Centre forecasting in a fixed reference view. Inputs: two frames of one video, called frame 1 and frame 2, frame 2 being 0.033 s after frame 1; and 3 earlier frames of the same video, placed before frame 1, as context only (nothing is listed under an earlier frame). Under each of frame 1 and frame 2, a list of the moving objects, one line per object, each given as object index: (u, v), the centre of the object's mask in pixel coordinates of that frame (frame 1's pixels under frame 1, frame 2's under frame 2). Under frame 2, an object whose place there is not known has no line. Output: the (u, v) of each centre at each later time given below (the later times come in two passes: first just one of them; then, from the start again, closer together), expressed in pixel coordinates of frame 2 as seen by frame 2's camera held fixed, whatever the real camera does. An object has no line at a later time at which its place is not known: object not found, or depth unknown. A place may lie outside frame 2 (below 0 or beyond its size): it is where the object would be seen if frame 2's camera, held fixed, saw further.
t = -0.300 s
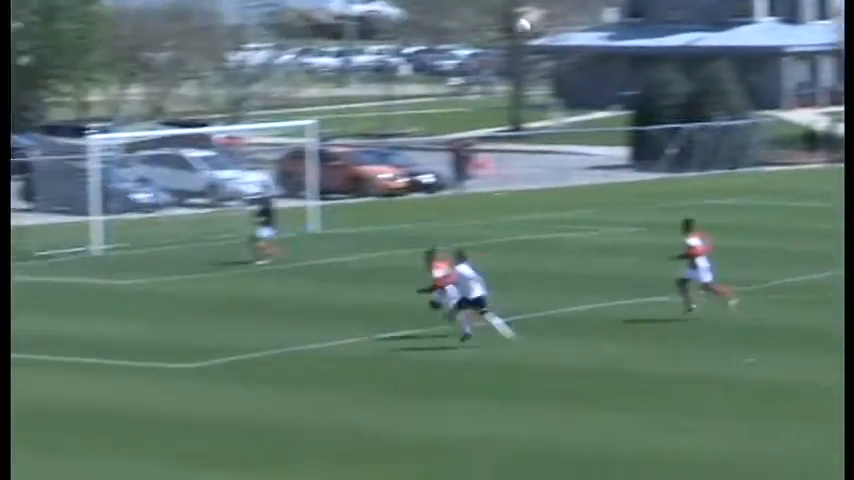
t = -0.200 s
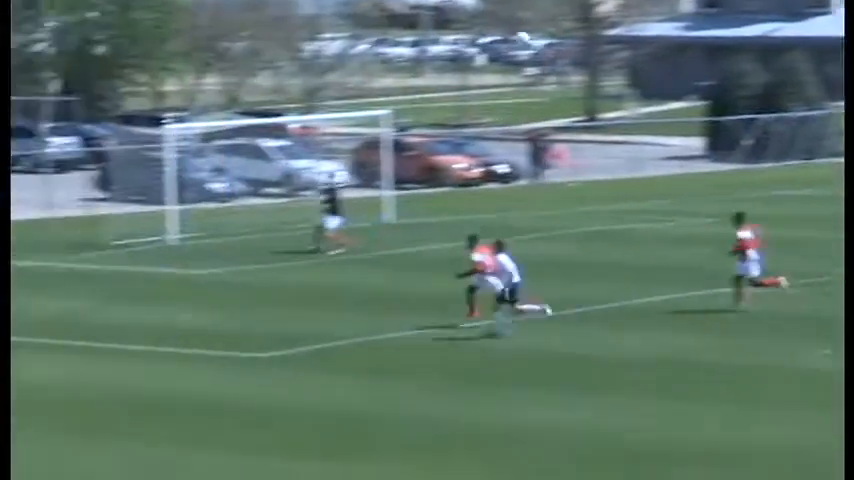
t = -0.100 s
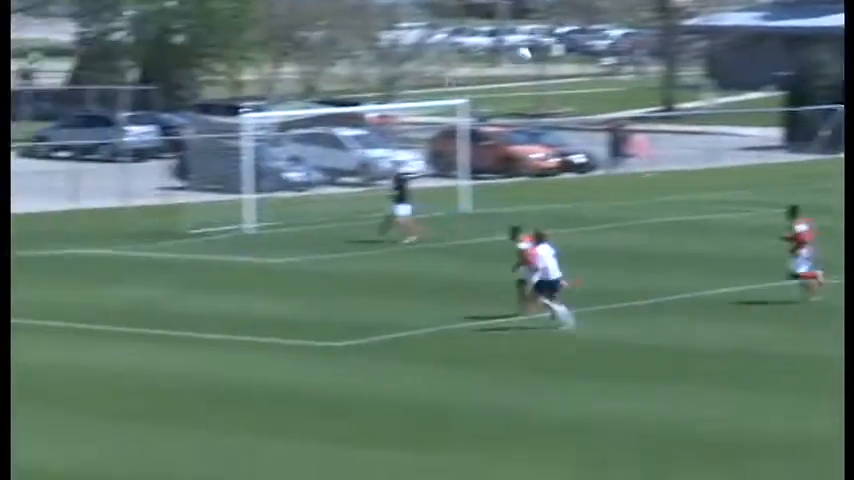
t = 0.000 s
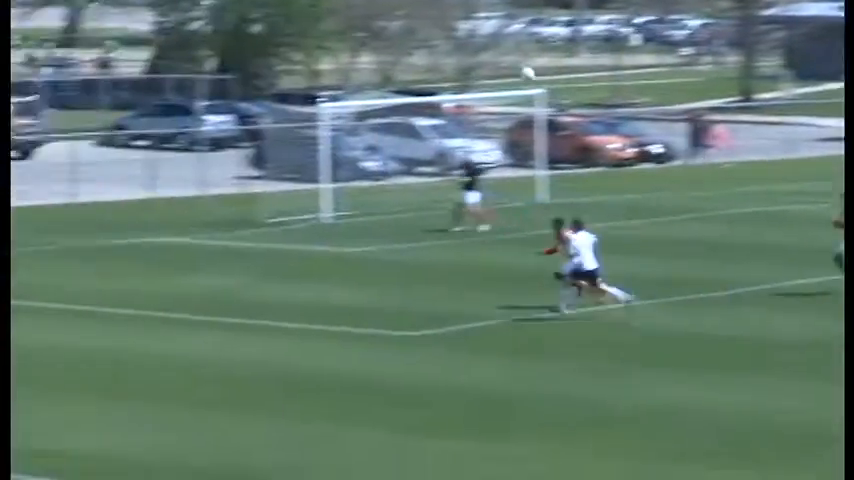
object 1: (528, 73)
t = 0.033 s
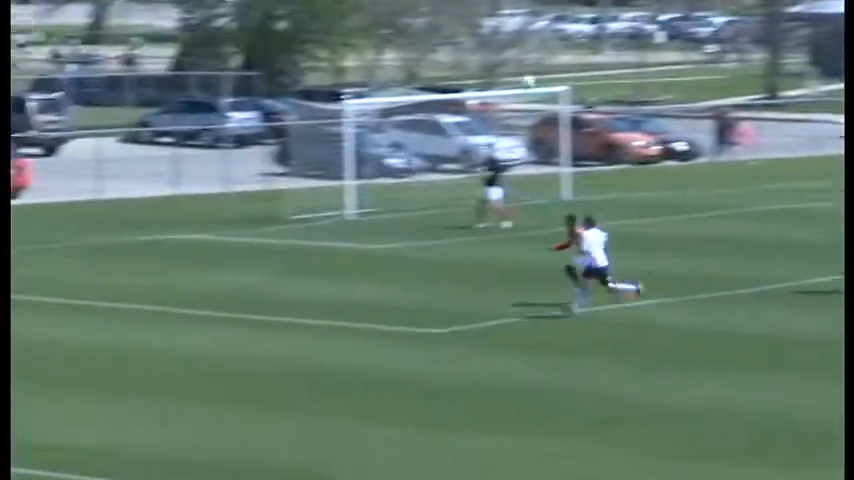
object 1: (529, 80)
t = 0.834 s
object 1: (83, 268)
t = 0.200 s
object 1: (408, 140)
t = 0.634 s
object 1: (124, 324)
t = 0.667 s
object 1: (116, 313)
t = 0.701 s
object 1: (109, 303)
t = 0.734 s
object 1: (103, 293)
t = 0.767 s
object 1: (96, 284)
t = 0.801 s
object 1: (89, 276)
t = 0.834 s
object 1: (83, 268)
